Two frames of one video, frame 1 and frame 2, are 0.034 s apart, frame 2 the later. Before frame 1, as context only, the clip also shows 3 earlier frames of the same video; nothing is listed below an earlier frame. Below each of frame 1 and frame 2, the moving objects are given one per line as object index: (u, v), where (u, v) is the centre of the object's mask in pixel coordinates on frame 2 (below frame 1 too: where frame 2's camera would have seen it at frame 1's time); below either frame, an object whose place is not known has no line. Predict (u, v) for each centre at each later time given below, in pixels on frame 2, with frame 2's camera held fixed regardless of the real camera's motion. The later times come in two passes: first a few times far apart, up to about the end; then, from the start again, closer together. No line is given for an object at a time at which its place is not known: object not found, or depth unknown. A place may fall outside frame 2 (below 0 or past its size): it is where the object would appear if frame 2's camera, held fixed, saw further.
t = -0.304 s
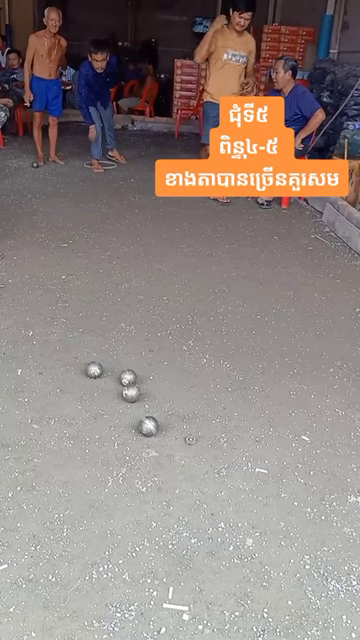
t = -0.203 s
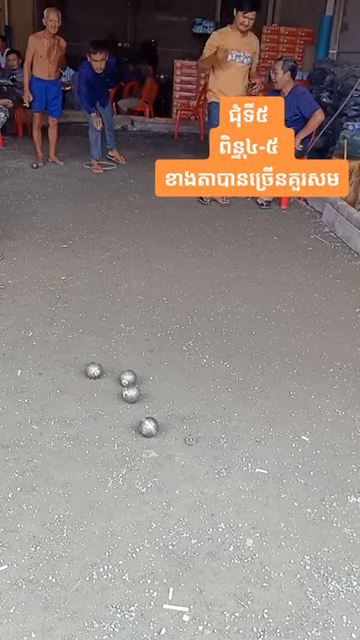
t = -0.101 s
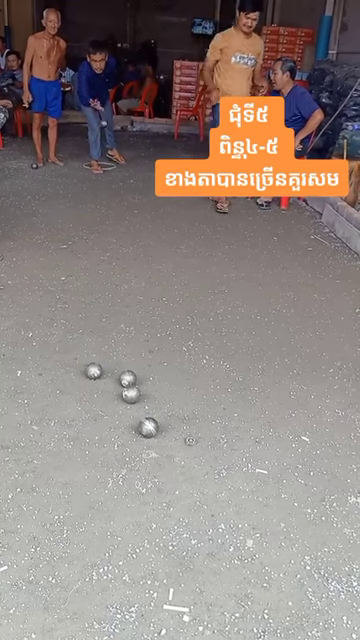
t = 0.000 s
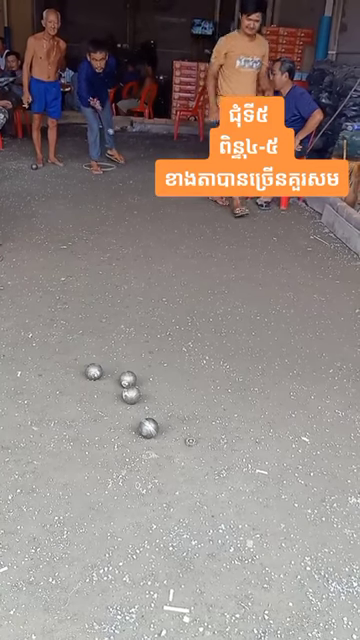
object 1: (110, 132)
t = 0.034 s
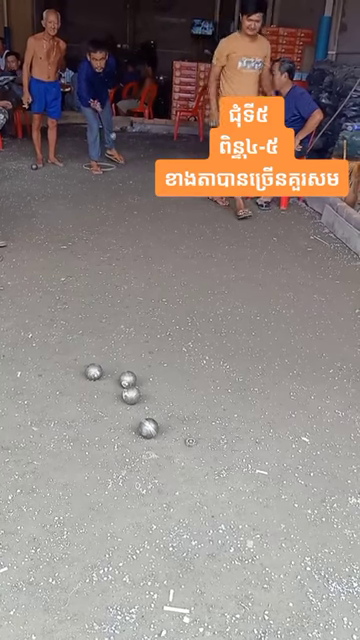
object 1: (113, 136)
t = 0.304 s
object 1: (133, 235)
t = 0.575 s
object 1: (150, 253)
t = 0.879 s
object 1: (161, 279)
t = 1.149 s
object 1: (169, 300)
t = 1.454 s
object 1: (171, 324)
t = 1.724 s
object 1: (174, 347)
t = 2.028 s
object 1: (176, 371)
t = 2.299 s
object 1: (177, 392)
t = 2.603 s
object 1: (176, 413)
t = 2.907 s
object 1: (175, 431)
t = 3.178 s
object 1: (175, 444)
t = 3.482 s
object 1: (178, 457)
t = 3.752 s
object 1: (171, 465)
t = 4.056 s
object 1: (172, 477)
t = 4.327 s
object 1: (173, 480)
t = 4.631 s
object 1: (168, 475)
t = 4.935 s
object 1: (166, 475)
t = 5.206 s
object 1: (166, 475)
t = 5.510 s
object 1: (166, 475)
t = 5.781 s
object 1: (166, 475)
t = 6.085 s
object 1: (166, 475)
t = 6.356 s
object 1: (166, 475)
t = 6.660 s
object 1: (166, 474)
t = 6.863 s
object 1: (166, 475)
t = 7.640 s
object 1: (166, 475)
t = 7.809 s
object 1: (166, 475)
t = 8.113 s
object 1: (166, 474)
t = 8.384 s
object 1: (166, 474)
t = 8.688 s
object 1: (166, 474)
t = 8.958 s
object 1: (166, 474)
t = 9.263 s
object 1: (166, 474)
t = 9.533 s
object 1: (166, 474)
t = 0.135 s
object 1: (119, 163)
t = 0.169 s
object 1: (123, 174)
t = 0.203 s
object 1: (125, 189)
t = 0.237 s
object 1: (128, 207)
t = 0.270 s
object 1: (130, 224)
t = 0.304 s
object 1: (133, 235)
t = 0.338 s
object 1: (135, 236)
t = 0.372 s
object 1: (138, 237)
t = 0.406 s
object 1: (140, 241)
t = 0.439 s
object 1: (142, 246)
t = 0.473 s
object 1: (145, 249)
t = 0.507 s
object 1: (147, 252)
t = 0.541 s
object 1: (149, 253)
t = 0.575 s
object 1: (150, 253)
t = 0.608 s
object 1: (152, 254)
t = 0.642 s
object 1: (153, 257)
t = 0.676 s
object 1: (155, 261)
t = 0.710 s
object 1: (156, 267)
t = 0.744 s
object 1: (158, 269)
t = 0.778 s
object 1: (158, 271)
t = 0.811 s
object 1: (159, 274)
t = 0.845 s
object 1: (160, 276)
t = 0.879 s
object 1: (161, 279)
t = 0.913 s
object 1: (162, 281)
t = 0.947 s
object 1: (163, 284)
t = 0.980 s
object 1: (164, 287)
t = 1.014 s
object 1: (165, 289)
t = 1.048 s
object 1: (166, 292)
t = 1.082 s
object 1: (167, 295)
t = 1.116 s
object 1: (168, 296)
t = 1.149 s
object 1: (169, 300)
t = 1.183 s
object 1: (169, 302)
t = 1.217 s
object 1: (170, 305)
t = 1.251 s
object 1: (170, 308)
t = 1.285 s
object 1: (170, 311)
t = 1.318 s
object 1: (171, 314)
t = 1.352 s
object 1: (171, 316)
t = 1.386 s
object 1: (171, 319)
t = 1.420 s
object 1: (171, 321)
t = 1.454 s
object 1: (171, 324)
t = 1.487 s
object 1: (171, 328)
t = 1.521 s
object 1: (172, 330)
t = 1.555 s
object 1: (173, 333)
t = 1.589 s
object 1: (173, 336)
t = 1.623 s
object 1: (173, 339)
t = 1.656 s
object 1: (173, 341)
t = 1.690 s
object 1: (173, 344)
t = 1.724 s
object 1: (174, 347)
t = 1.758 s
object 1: (175, 350)
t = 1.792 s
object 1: (174, 352)
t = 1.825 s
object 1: (174, 355)
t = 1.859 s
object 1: (174, 358)
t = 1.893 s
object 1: (175, 360)
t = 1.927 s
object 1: (175, 363)
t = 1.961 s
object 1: (175, 365)
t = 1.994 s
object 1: (176, 368)
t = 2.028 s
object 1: (176, 371)
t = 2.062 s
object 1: (176, 374)
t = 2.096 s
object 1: (176, 376)
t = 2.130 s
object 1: (177, 379)
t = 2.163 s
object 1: (176, 381)
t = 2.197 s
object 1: (177, 384)
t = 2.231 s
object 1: (177, 387)
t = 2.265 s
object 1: (177, 389)
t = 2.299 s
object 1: (177, 392)
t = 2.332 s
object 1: (178, 394)
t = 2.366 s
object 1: (178, 397)
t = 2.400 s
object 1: (178, 399)
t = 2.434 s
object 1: (178, 401)
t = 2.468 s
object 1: (178, 404)
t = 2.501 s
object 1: (178, 406)
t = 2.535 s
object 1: (178, 408)
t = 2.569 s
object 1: (177, 411)
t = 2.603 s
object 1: (176, 413)
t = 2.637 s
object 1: (177, 415)
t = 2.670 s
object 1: (176, 417)
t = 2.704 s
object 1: (176, 419)
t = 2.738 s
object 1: (177, 421)
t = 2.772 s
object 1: (177, 422)
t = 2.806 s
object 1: (176, 425)
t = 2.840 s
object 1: (176, 427)
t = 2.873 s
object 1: (175, 429)
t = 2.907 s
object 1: (175, 431)
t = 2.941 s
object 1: (174, 432)
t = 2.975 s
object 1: (174, 434)
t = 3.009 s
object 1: (174, 435)
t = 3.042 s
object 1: (174, 437)
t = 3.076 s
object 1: (174, 439)
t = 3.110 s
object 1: (175, 441)
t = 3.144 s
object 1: (175, 443)
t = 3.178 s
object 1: (175, 444)
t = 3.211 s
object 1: (176, 446)
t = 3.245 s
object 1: (177, 447)
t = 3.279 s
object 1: (177, 448)
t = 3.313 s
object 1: (178, 450)
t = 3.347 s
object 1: (178, 452)
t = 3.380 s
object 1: (179, 453)
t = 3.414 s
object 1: (178, 455)
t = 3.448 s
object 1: (179, 456)
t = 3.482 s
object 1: (178, 457)
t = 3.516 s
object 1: (176, 458)
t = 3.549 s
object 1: (175, 459)
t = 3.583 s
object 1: (174, 460)
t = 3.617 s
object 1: (174, 461)
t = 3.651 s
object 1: (173, 463)
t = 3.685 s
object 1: (172, 464)
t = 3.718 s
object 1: (171, 465)
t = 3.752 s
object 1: (171, 465)
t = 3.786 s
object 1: (170, 467)
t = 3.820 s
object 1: (170, 468)
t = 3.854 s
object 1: (170, 469)
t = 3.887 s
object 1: (170, 470)
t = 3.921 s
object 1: (170, 471)
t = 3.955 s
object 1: (170, 473)
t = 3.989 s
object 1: (171, 474)
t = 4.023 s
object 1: (171, 476)
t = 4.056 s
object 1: (172, 477)
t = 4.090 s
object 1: (173, 478)
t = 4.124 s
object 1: (173, 480)
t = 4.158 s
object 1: (174, 481)
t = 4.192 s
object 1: (174, 481)
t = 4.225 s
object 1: (174, 481)
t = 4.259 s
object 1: (174, 481)
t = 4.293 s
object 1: (173, 481)
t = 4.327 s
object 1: (173, 480)
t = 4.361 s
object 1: (172, 479)
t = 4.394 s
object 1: (172, 478)
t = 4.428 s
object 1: (171, 477)
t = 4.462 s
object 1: (170, 477)
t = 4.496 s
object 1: (169, 476)
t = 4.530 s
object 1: (169, 475)
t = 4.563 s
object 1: (168, 475)
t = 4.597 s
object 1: (168, 475)
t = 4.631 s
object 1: (168, 475)
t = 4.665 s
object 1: (167, 475)
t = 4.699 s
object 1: (167, 475)
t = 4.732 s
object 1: (166, 475)
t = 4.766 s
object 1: (166, 475)
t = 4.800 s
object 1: (166, 475)
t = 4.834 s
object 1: (166, 475)
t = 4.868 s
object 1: (166, 475)
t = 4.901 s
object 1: (166, 475)
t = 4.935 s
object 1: (166, 475)
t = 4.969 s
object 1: (166, 475)
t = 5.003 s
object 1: (166, 475)
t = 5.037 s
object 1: (166, 475)
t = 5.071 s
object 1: (166, 475)
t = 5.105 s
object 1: (166, 475)
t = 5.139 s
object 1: (167, 475)
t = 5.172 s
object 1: (166, 475)
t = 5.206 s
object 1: (166, 475)
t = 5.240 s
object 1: (166, 475)
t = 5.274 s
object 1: (166, 475)
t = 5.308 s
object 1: (167, 475)
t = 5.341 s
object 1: (167, 475)
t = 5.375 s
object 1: (167, 475)
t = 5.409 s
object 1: (166, 475)
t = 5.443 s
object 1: (167, 475)
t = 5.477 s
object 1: (166, 475)
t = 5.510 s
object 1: (166, 475)
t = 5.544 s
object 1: (166, 475)
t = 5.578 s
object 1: (166, 475)
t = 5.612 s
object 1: (166, 475)
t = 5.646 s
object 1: (166, 475)
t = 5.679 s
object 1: (166, 475)
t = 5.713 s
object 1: (166, 475)
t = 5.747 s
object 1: (166, 475)
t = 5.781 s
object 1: (166, 475)
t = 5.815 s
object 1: (167, 475)
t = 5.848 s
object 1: (166, 475)
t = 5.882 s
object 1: (166, 475)
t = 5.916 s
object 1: (166, 475)
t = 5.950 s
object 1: (166, 475)
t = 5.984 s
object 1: (166, 475)
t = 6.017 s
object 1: (166, 475)
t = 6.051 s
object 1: (166, 475)
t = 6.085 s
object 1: (166, 475)
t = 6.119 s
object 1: (166, 475)
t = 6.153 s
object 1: (166, 475)
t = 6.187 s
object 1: (166, 475)
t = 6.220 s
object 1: (166, 475)
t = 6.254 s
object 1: (166, 475)
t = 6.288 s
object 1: (166, 475)
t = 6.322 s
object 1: (166, 475)
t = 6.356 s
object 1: (166, 475)
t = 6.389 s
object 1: (166, 475)
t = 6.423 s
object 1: (166, 475)
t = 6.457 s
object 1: (166, 475)
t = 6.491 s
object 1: (166, 475)
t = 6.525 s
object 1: (166, 475)
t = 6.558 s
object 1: (166, 475)
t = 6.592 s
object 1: (166, 475)
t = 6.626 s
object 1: (166, 474)
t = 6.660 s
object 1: (166, 474)
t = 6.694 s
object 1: (166, 475)
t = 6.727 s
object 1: (166, 475)
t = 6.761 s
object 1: (166, 475)
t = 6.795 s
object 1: (166, 475)
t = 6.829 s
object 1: (166, 474)
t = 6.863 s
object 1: (166, 475)
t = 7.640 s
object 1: (166, 475)
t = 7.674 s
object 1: (166, 475)
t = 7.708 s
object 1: (166, 475)
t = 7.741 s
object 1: (166, 475)
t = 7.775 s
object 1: (166, 475)
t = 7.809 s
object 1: (166, 475)
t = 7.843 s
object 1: (166, 475)
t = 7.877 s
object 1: (166, 475)
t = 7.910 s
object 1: (166, 474)
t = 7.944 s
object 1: (166, 474)
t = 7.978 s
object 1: (166, 474)
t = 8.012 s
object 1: (166, 474)
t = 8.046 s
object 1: (166, 474)
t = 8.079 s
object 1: (166, 474)
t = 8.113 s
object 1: (166, 474)
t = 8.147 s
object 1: (166, 474)
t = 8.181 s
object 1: (166, 474)
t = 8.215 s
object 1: (166, 474)
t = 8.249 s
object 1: (166, 474)
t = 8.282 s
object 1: (166, 475)
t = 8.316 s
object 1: (166, 474)
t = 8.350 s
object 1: (166, 474)
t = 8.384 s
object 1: (166, 474)
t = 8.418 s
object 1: (166, 474)
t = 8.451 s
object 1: (166, 474)
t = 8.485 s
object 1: (166, 474)
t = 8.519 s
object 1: (166, 474)
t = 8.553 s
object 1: (166, 475)
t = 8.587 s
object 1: (166, 474)
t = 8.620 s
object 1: (166, 474)
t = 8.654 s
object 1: (166, 474)
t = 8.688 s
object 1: (166, 474)
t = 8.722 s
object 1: (166, 474)
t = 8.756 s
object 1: (166, 474)
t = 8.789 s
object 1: (166, 474)
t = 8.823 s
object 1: (166, 474)
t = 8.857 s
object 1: (166, 474)
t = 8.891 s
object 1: (166, 474)
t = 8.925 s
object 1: (166, 474)
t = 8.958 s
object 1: (166, 474)
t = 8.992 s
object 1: (166, 474)
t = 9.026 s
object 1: (166, 474)
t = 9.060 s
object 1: (166, 474)
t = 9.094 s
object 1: (166, 474)
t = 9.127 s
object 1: (166, 474)
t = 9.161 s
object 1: (166, 474)
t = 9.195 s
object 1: (166, 474)
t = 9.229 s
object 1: (166, 474)
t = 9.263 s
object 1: (166, 474)
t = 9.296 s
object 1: (166, 474)
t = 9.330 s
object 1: (166, 474)
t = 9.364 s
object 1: (166, 474)
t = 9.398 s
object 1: (166, 474)
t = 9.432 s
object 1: (166, 474)
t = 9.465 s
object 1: (166, 474)
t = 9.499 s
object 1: (166, 474)
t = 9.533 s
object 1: (166, 474)
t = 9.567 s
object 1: (166, 474)
